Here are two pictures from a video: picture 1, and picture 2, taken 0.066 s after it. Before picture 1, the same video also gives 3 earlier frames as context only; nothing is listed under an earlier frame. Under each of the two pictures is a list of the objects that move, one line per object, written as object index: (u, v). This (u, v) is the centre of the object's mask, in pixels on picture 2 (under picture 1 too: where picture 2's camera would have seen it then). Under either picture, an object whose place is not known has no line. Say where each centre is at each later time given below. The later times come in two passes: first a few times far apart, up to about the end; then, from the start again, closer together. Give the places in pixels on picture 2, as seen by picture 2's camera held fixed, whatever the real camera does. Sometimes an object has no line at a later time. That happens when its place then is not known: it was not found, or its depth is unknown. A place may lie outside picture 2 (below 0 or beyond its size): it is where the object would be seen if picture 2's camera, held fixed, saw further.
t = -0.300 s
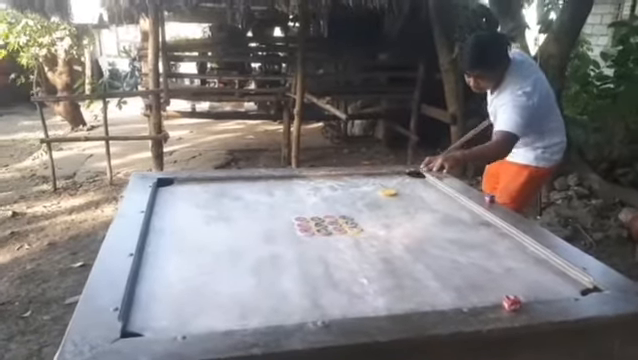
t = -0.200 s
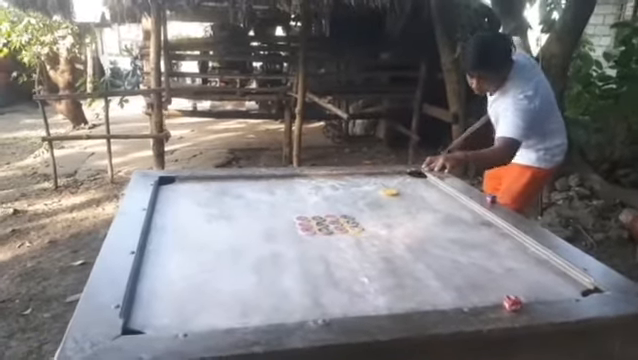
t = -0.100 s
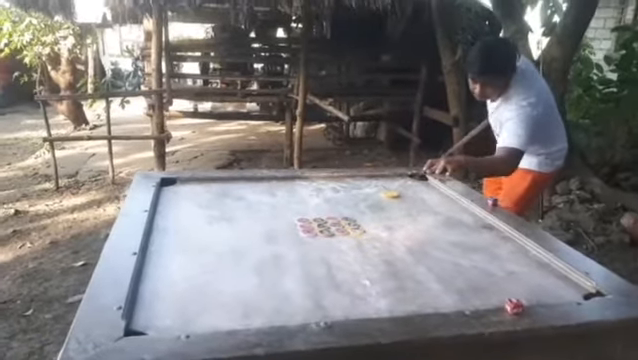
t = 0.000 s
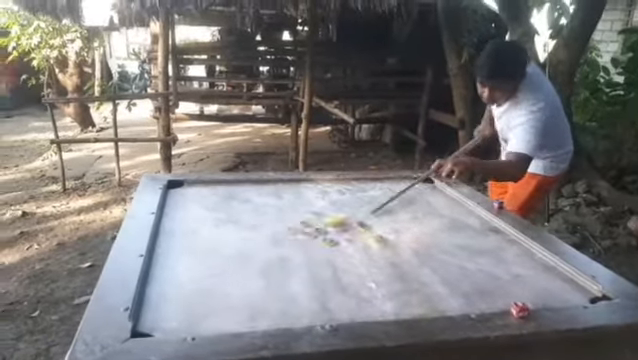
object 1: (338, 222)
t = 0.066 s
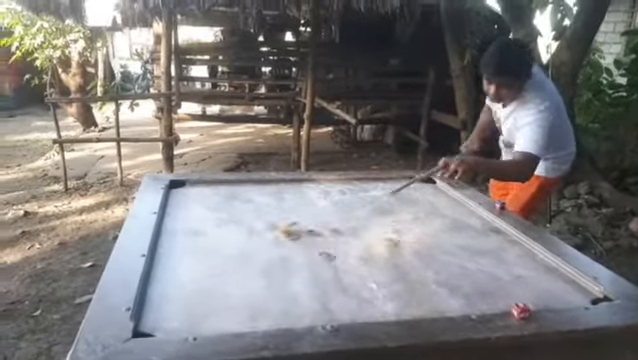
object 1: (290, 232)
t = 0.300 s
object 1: (191, 319)
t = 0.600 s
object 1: (173, 280)
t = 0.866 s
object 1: (184, 254)
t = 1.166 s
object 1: (194, 244)
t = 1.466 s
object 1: (191, 241)
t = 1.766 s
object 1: (191, 241)
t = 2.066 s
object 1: (191, 242)
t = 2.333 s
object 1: (191, 242)
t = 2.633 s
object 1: (192, 242)
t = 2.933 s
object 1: (191, 242)
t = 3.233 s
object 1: (191, 242)
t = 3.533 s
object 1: (192, 241)
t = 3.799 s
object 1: (191, 242)
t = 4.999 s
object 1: (192, 241)
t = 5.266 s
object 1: (192, 241)
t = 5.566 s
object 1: (192, 241)
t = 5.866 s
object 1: (192, 241)
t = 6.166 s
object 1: (192, 241)
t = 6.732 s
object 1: (192, 241)
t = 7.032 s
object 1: (192, 241)
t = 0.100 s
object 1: (270, 238)
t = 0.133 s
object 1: (257, 250)
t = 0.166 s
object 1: (246, 261)
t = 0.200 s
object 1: (236, 274)
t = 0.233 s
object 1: (223, 287)
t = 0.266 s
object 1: (210, 301)
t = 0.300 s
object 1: (191, 319)
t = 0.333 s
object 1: (175, 332)
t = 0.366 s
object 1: (165, 325)
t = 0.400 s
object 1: (157, 317)
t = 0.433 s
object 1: (162, 309)
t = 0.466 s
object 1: (168, 302)
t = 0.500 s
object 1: (174, 296)
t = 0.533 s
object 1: (181, 291)
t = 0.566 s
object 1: (179, 285)
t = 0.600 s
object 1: (173, 280)
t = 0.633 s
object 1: (167, 275)
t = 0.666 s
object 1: (163, 271)
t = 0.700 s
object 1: (167, 267)
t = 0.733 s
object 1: (172, 263)
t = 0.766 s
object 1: (175, 259)
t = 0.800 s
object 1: (178, 257)
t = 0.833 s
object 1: (180, 256)
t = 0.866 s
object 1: (184, 254)
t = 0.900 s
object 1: (186, 252)
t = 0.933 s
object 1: (188, 251)
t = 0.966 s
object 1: (191, 249)
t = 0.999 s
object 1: (191, 248)
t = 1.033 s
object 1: (192, 248)
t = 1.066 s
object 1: (193, 247)
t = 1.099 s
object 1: (194, 246)
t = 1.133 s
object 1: (194, 245)
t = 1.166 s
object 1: (194, 244)
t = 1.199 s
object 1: (194, 244)
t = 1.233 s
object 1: (193, 243)
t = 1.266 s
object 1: (192, 243)
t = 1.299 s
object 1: (192, 242)
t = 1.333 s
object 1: (192, 242)
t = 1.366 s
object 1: (192, 242)
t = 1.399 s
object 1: (192, 242)
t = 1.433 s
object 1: (192, 242)
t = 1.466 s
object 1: (191, 241)
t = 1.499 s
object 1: (191, 242)
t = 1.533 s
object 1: (191, 242)
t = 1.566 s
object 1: (191, 242)
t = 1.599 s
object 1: (191, 242)
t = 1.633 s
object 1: (191, 242)
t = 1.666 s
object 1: (191, 242)
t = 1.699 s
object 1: (191, 242)
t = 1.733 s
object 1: (191, 242)
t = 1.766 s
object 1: (191, 241)
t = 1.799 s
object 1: (191, 242)
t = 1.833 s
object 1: (191, 242)
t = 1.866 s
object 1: (191, 241)
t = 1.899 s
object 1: (191, 241)
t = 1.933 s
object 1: (191, 241)
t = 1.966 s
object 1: (191, 241)
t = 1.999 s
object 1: (191, 242)
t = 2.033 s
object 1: (191, 241)
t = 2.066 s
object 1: (191, 242)
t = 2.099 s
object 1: (191, 242)
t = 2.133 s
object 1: (192, 242)
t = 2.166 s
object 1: (191, 242)
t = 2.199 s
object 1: (191, 242)
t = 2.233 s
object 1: (191, 242)
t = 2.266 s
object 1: (192, 242)
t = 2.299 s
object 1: (191, 242)
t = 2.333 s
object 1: (191, 242)
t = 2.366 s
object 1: (191, 242)
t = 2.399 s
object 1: (192, 242)
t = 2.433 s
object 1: (192, 241)
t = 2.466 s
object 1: (192, 242)
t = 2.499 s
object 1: (191, 242)
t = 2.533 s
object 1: (191, 242)
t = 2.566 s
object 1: (191, 242)
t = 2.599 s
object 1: (191, 242)
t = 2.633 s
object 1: (192, 242)
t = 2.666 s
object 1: (192, 242)
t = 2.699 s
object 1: (191, 242)
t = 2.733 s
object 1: (191, 242)
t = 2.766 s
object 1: (191, 242)
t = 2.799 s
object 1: (192, 242)
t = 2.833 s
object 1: (191, 242)
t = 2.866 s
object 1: (191, 242)
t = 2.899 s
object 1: (191, 242)
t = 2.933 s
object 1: (191, 242)
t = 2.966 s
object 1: (192, 242)
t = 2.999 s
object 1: (192, 242)
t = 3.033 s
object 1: (191, 242)
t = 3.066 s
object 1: (192, 242)
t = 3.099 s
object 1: (191, 242)
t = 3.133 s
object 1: (192, 242)
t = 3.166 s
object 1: (191, 242)
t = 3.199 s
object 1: (191, 241)
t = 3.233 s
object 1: (191, 242)
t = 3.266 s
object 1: (192, 242)
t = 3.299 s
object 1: (192, 241)
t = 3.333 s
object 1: (192, 241)
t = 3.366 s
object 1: (192, 241)
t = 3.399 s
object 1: (191, 242)
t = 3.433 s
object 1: (191, 242)
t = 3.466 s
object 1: (192, 242)
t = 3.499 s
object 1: (192, 242)
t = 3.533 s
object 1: (192, 241)
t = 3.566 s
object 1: (192, 242)
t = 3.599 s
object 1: (192, 242)
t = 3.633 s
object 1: (192, 242)
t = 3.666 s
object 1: (192, 242)
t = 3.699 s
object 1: (192, 242)
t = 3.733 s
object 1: (192, 242)
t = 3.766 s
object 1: (191, 242)
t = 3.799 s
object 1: (191, 242)
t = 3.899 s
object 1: (192, 242)
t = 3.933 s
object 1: (192, 242)
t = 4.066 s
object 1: (192, 242)
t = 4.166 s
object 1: (192, 241)
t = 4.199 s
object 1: (192, 241)
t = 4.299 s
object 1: (192, 241)
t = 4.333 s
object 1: (192, 241)
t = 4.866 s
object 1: (192, 241)
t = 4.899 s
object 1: (192, 241)
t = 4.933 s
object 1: (192, 241)
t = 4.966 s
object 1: (192, 241)
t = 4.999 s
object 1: (192, 241)
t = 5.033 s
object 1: (192, 241)
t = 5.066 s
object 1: (192, 241)
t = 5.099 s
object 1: (192, 241)
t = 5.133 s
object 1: (192, 241)
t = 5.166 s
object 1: (192, 241)
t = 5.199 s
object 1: (192, 241)
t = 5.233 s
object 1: (192, 241)
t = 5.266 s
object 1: (192, 241)
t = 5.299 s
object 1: (191, 241)
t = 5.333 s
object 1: (191, 241)
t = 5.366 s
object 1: (191, 241)
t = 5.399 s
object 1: (191, 241)
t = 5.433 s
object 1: (192, 241)
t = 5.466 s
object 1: (192, 241)
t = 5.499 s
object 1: (192, 241)
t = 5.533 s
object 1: (192, 241)
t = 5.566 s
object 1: (192, 241)
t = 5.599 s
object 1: (191, 241)
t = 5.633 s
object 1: (192, 241)
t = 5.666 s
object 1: (192, 241)
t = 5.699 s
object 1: (192, 241)
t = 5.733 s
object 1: (192, 241)
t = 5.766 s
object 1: (192, 241)
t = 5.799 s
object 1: (192, 241)
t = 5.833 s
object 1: (192, 241)
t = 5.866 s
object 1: (192, 241)
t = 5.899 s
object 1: (192, 241)
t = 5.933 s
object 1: (192, 241)
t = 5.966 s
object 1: (192, 241)
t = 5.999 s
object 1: (192, 241)
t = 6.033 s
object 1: (192, 241)
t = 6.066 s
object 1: (192, 241)
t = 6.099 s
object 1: (192, 241)
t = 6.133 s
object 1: (192, 241)
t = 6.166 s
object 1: (192, 241)
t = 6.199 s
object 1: (192, 241)
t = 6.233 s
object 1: (192, 241)
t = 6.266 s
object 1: (192, 241)
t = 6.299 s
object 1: (192, 241)
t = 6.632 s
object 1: (192, 241)
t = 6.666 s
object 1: (193, 241)
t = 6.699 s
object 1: (192, 241)
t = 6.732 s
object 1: (192, 241)
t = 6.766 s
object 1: (192, 241)
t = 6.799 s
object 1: (192, 241)
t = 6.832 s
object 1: (192, 241)
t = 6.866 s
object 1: (192, 241)
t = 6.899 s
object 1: (192, 240)
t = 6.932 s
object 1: (192, 240)
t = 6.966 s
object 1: (192, 240)
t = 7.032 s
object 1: (192, 241)
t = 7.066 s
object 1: (192, 241)
